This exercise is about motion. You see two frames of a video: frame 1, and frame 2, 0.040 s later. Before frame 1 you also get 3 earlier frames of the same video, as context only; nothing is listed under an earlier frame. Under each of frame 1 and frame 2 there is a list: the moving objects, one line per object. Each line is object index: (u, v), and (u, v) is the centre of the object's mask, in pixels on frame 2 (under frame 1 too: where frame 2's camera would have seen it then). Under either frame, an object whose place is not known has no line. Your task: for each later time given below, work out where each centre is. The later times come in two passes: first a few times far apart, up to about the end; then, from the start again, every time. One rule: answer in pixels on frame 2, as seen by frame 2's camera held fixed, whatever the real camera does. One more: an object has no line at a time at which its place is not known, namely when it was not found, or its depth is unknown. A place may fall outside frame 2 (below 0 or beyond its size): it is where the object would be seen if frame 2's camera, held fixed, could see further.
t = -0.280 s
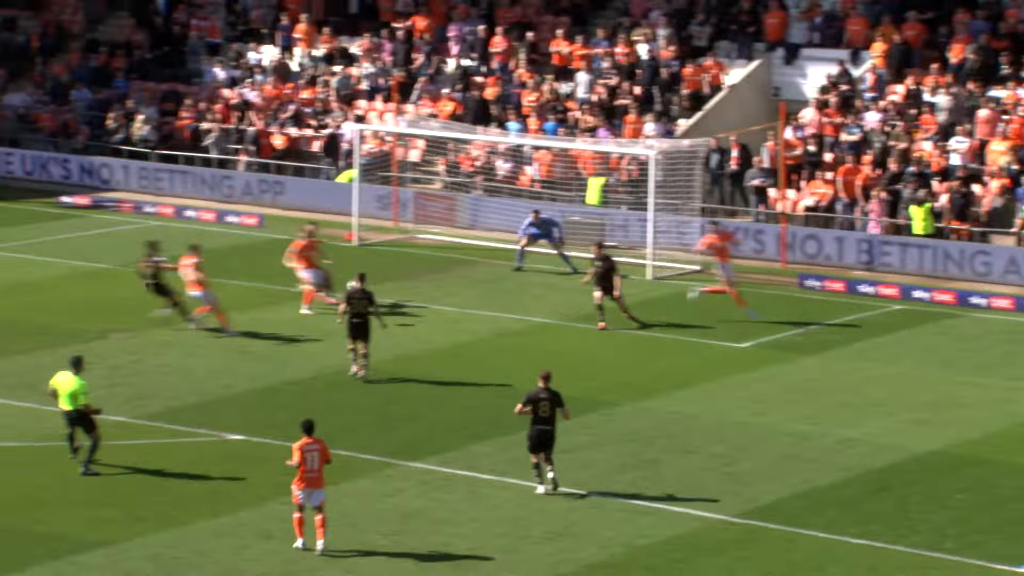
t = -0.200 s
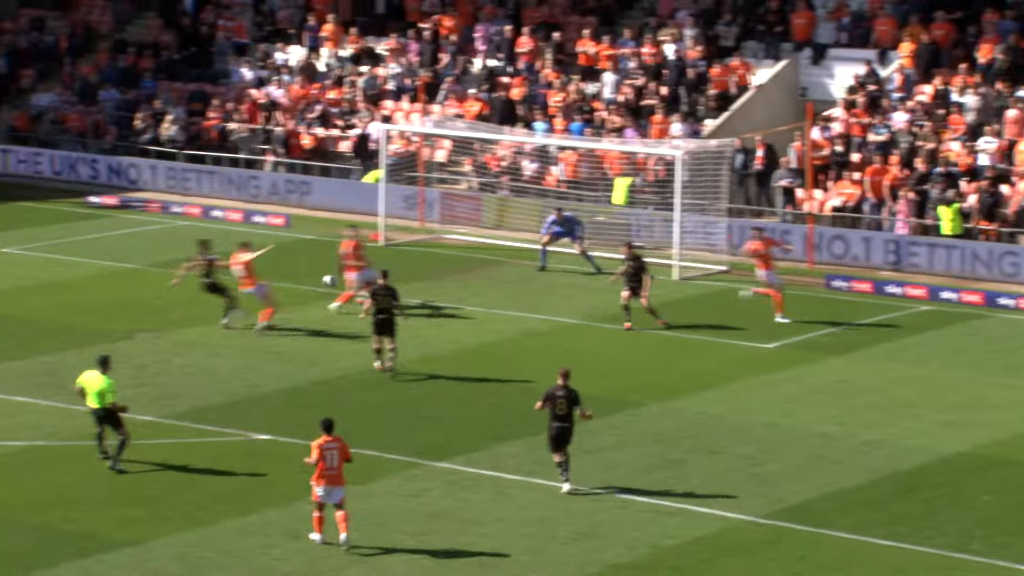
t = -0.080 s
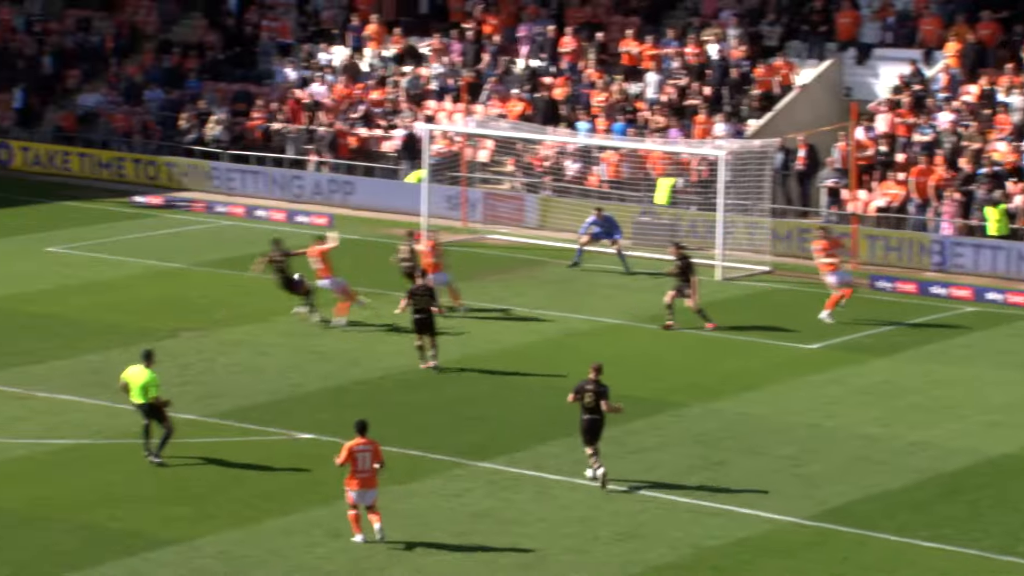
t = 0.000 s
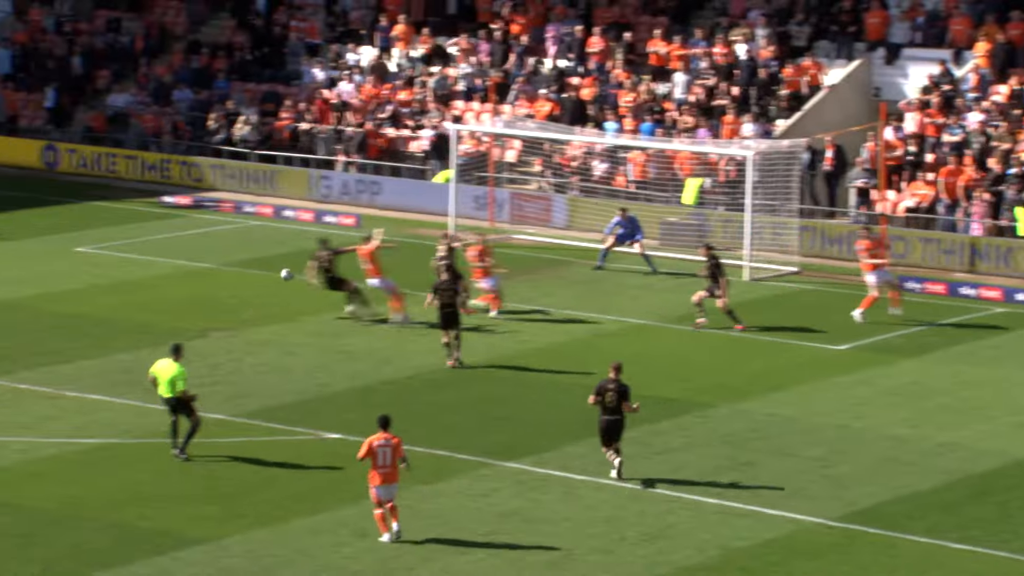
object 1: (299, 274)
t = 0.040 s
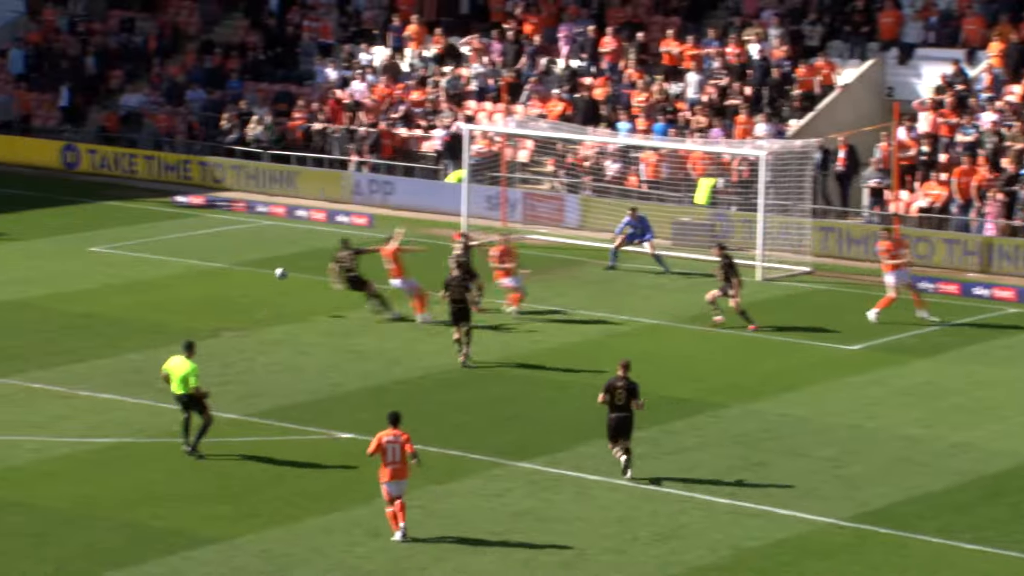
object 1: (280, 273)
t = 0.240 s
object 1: (191, 282)
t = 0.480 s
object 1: (98, 284)
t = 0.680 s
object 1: (29, 279)
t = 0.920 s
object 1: (-44, 278)
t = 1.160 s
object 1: (-105, 279)
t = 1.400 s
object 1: (-164, 276)
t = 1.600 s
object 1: (-211, 272)
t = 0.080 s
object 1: (262, 274)
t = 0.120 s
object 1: (244, 274)
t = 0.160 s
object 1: (226, 276)
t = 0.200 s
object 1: (209, 279)
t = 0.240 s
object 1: (191, 282)
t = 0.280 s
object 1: (174, 286)
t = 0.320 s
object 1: (157, 292)
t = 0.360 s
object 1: (141, 297)
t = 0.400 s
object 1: (126, 292)
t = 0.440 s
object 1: (112, 287)
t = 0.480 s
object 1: (98, 284)
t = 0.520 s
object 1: (84, 281)
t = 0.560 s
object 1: (70, 279)
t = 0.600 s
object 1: (56, 278)
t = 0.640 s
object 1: (43, 278)
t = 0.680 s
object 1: (29, 279)
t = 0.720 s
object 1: (15, 280)
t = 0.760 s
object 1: (2, 283)
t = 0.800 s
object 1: (-11, 286)
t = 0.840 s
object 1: (-23, 285)
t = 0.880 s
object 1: (-34, 281)
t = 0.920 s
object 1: (-44, 278)
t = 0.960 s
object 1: (-54, 276)
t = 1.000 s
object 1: (-64, 275)
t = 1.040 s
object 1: (-75, 275)
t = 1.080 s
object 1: (-85, 275)
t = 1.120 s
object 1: (-95, 277)
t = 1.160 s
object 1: (-105, 279)
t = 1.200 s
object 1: (-115, 278)
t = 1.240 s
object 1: (-124, 276)
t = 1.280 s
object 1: (-135, 276)
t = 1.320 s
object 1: (-144, 275)
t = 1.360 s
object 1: (-154, 276)
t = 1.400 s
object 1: (-164, 276)
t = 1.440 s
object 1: (-173, 275)
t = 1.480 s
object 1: (-183, 274)
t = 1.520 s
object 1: (-193, 274)
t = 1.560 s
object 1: (-202, 273)
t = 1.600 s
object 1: (-211, 272)
